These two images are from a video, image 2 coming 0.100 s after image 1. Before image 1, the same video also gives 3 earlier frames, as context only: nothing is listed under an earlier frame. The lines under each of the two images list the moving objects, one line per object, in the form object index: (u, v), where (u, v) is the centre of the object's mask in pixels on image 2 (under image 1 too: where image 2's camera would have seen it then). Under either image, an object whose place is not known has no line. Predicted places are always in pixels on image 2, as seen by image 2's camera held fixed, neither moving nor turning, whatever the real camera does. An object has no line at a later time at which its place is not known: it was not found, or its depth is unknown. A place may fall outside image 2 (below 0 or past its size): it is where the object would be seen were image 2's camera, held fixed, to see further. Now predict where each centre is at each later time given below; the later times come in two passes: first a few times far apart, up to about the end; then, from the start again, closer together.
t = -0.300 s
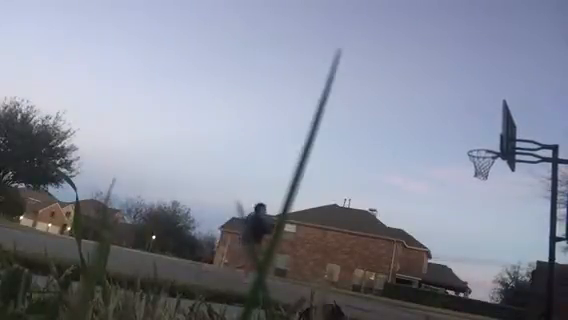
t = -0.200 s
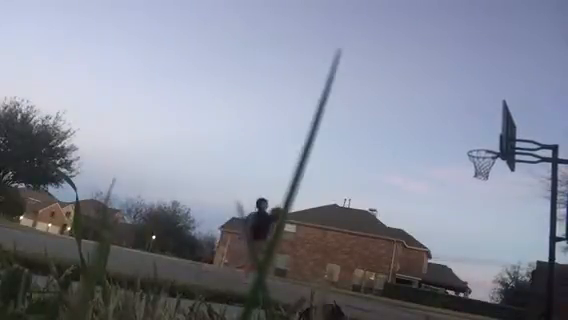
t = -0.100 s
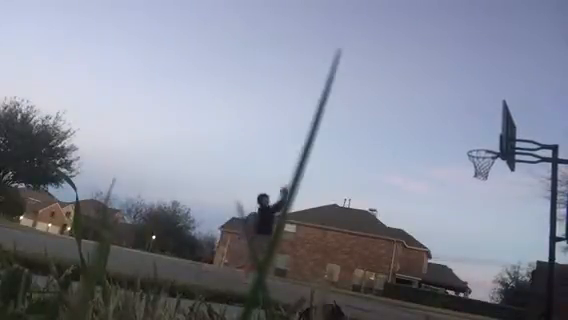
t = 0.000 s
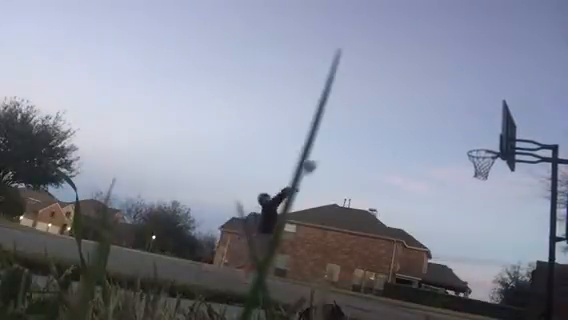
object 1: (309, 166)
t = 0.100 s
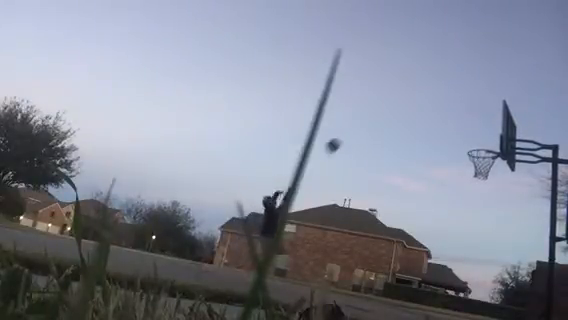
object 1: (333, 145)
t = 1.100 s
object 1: (469, 164)
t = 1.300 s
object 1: (475, 169)
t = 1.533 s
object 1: (491, 192)
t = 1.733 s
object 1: (503, 236)
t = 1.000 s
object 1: (474, 161)
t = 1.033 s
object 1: (470, 163)
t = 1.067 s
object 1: (469, 164)
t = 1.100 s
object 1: (469, 164)
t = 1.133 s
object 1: (468, 164)
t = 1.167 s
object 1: (469, 164)
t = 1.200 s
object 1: (469, 165)
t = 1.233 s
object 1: (470, 166)
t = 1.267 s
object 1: (472, 168)
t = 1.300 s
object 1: (475, 169)
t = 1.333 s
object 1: (476, 171)
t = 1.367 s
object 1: (479, 173)
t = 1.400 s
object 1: (481, 176)
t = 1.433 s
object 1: (484, 178)
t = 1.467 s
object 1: (486, 182)
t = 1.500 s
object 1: (489, 187)
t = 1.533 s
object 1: (491, 192)
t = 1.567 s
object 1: (493, 198)
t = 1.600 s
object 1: (495, 204)
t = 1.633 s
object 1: (497, 211)
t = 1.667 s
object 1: (499, 219)
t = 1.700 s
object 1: (501, 227)
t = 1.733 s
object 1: (503, 236)
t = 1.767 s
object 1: (505, 246)
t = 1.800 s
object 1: (506, 255)
